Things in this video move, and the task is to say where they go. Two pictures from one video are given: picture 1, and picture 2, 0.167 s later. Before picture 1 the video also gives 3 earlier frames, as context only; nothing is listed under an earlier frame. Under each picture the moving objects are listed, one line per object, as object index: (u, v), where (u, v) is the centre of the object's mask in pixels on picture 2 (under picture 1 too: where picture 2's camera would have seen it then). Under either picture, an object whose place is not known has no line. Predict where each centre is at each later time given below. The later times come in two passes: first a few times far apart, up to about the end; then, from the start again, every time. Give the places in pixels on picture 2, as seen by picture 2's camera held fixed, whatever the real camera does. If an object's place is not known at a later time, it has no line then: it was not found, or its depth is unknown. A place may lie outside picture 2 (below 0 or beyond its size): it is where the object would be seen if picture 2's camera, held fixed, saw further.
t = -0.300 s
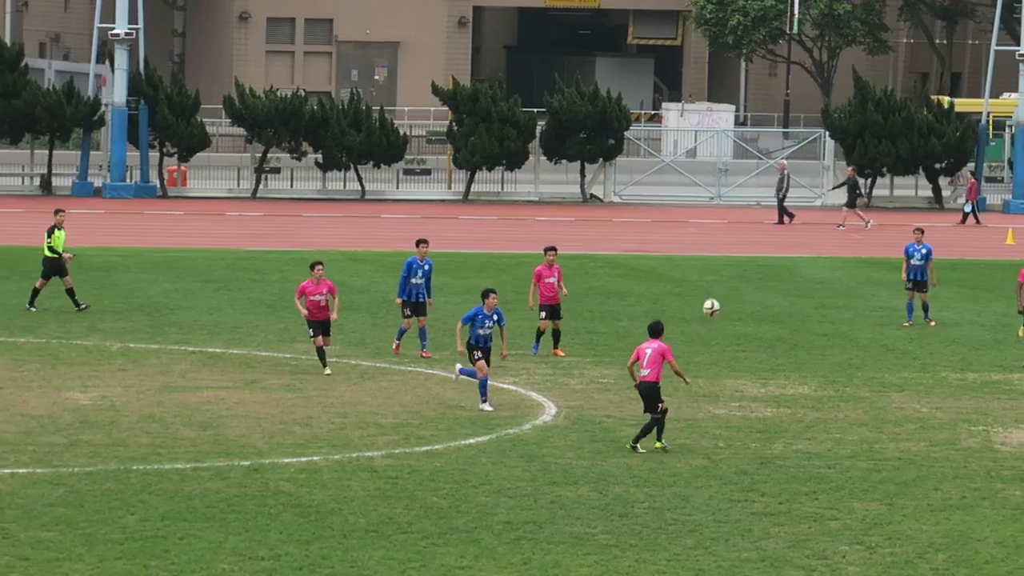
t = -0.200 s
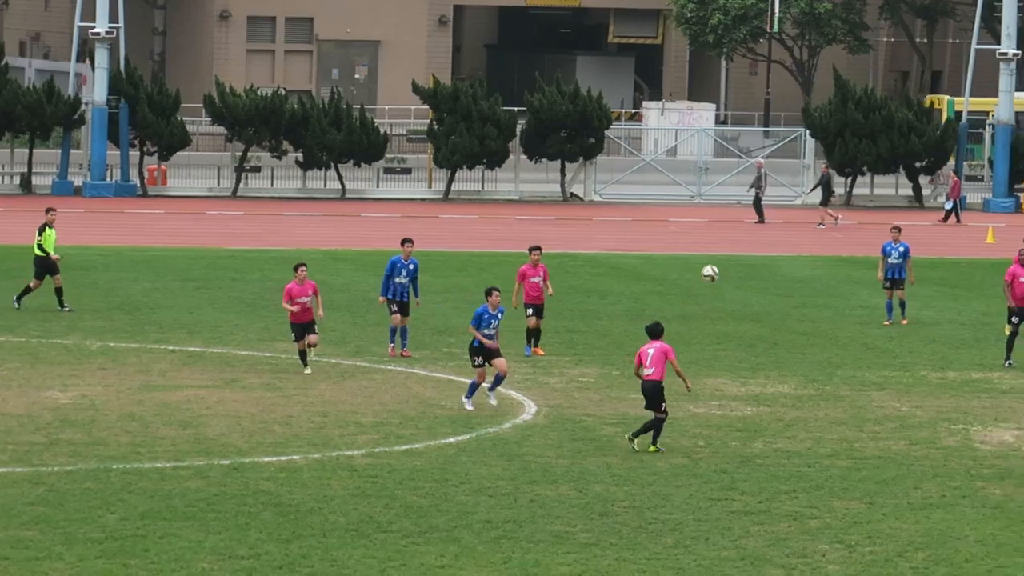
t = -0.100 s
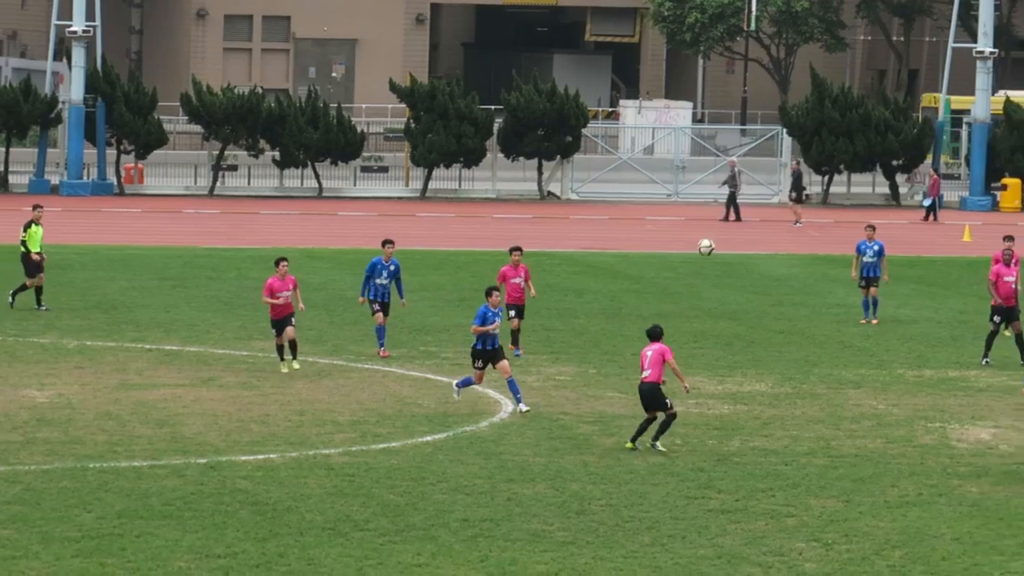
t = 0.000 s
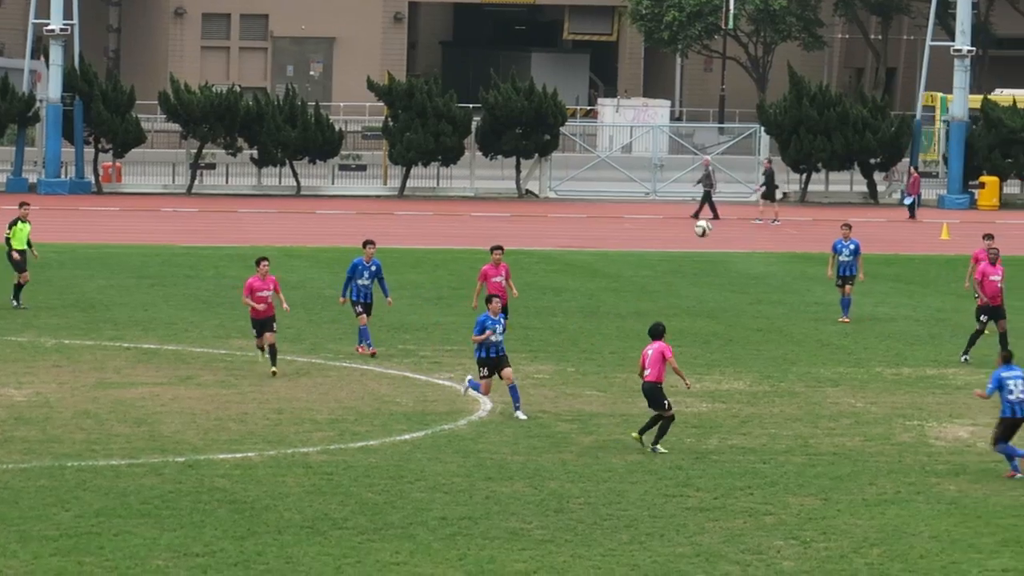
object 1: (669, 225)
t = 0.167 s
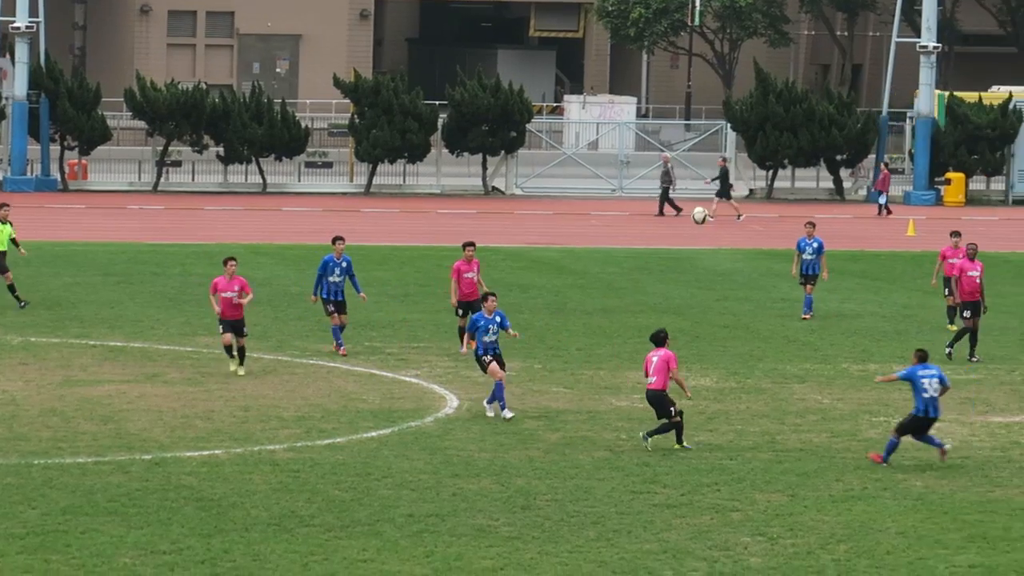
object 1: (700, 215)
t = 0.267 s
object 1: (718, 220)
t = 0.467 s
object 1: (754, 254)
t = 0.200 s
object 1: (705, 216)
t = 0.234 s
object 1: (712, 218)
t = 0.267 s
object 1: (718, 220)
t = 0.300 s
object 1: (724, 223)
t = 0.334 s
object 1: (730, 227)
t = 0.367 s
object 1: (736, 233)
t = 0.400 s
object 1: (742, 239)
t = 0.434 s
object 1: (748, 246)
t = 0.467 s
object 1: (754, 254)
